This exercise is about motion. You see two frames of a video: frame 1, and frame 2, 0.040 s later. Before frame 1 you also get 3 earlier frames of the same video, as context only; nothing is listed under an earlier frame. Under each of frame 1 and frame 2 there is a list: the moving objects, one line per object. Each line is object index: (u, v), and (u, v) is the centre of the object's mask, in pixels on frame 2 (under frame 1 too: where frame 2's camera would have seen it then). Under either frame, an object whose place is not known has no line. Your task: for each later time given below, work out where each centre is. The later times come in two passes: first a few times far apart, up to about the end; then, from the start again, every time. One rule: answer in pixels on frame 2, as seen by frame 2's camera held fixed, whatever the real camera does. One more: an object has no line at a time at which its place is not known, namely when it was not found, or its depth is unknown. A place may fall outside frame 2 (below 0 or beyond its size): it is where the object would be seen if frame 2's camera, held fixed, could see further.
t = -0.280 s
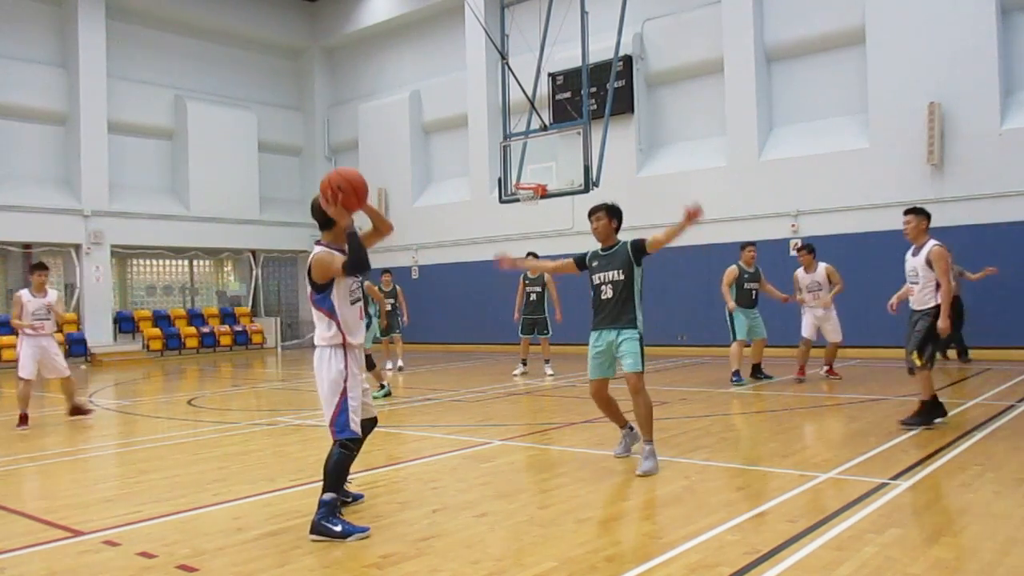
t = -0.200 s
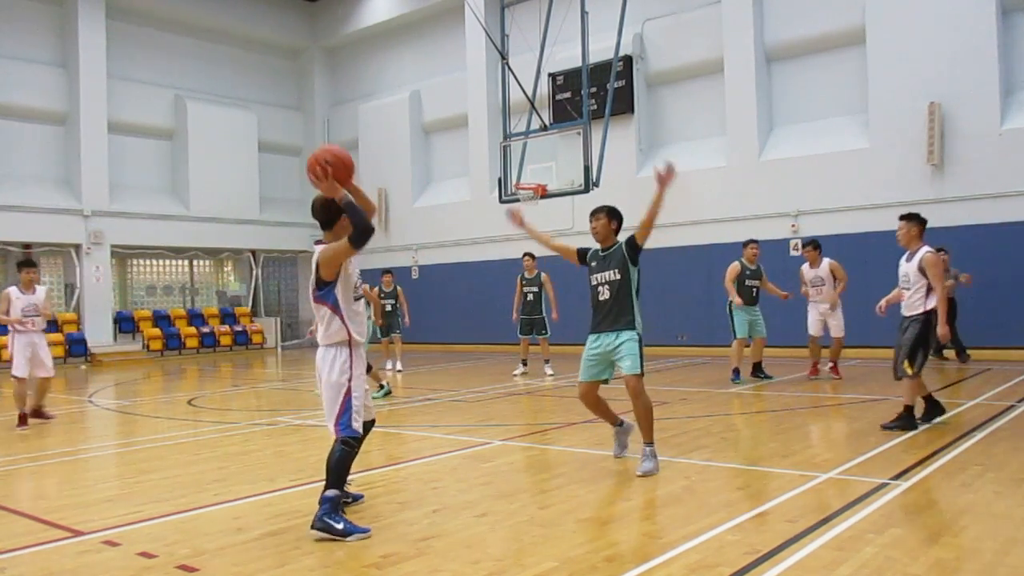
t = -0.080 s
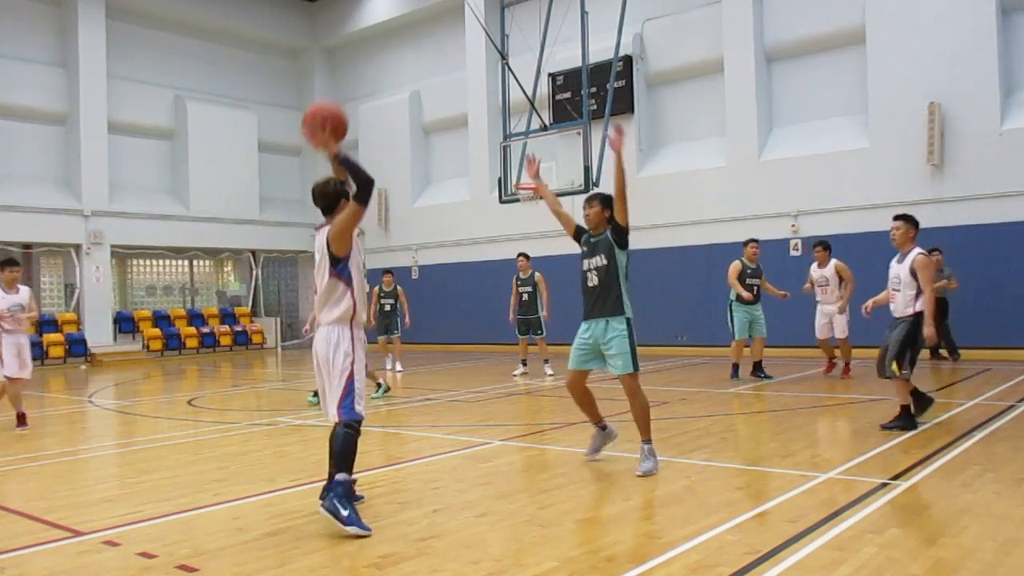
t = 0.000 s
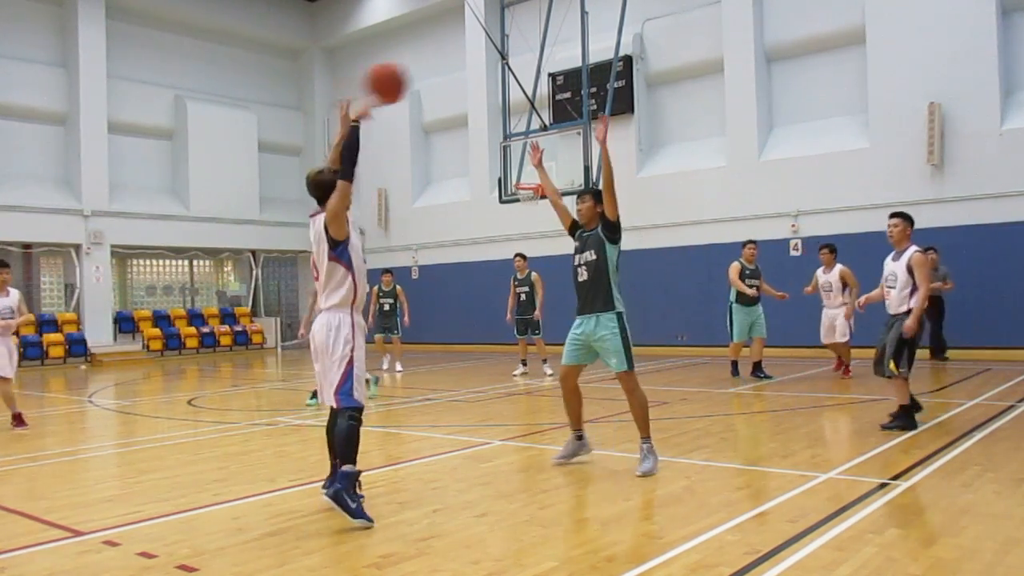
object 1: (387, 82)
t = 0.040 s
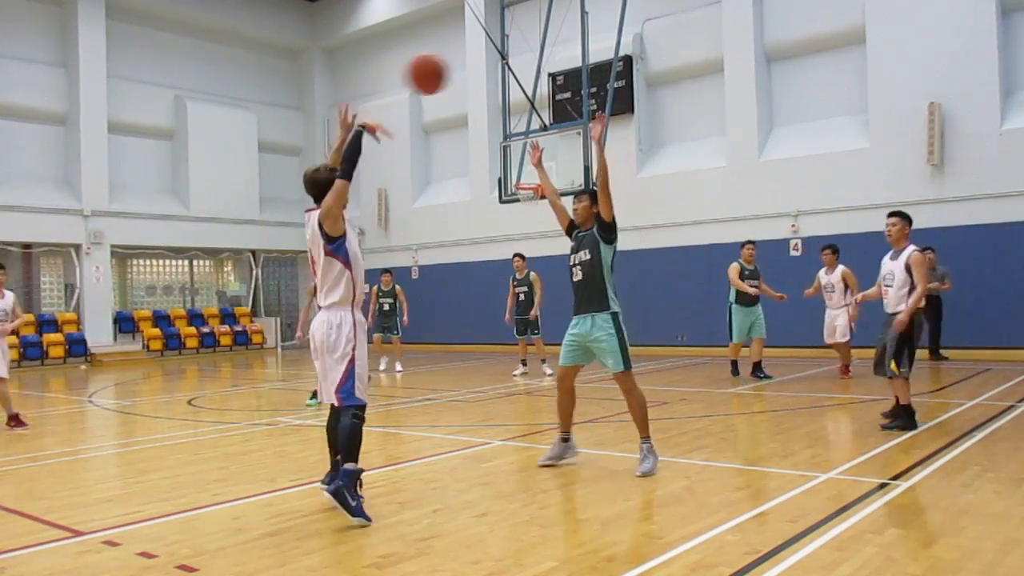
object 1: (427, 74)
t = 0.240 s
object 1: (593, 71)
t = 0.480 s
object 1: (737, 132)
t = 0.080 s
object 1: (464, 68)
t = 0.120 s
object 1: (499, 65)
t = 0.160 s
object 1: (532, 64)
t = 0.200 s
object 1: (564, 67)
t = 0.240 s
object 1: (593, 71)
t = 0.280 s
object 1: (619, 76)
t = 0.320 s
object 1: (645, 84)
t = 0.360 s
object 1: (670, 94)
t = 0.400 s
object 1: (693, 105)
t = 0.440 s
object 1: (716, 118)
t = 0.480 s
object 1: (737, 132)
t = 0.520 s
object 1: (756, 146)
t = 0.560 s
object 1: (775, 163)
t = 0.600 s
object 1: (793, 180)
